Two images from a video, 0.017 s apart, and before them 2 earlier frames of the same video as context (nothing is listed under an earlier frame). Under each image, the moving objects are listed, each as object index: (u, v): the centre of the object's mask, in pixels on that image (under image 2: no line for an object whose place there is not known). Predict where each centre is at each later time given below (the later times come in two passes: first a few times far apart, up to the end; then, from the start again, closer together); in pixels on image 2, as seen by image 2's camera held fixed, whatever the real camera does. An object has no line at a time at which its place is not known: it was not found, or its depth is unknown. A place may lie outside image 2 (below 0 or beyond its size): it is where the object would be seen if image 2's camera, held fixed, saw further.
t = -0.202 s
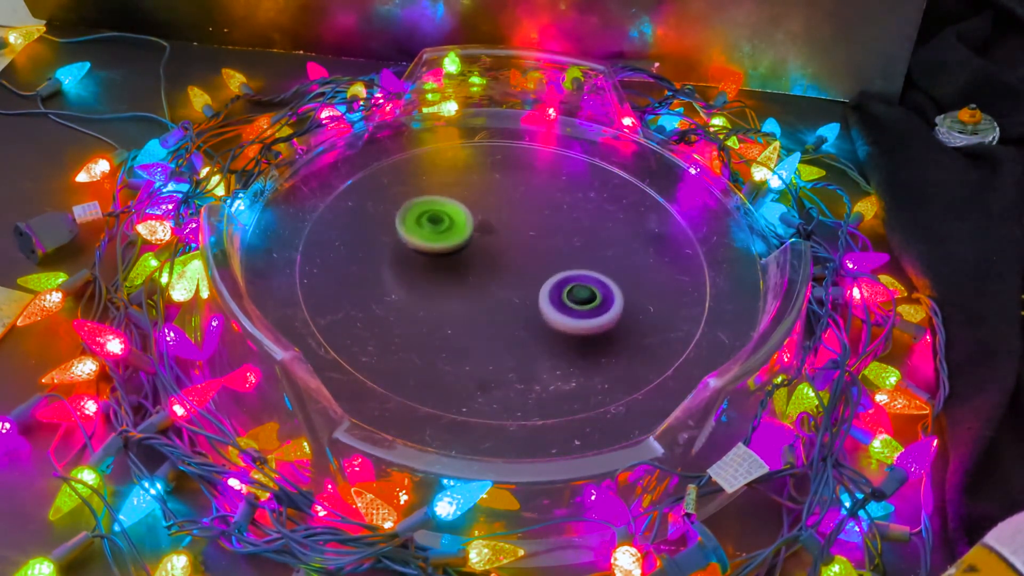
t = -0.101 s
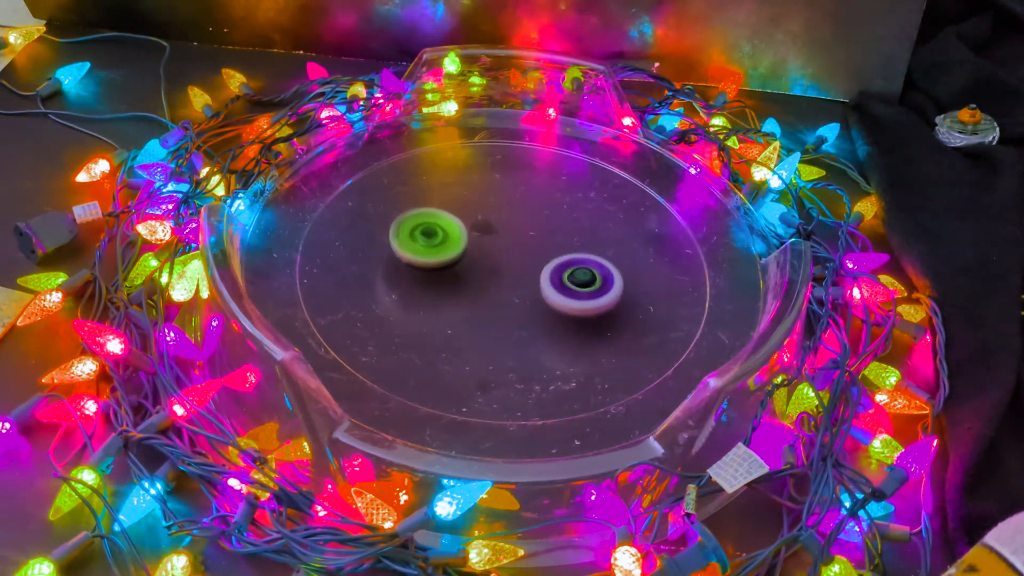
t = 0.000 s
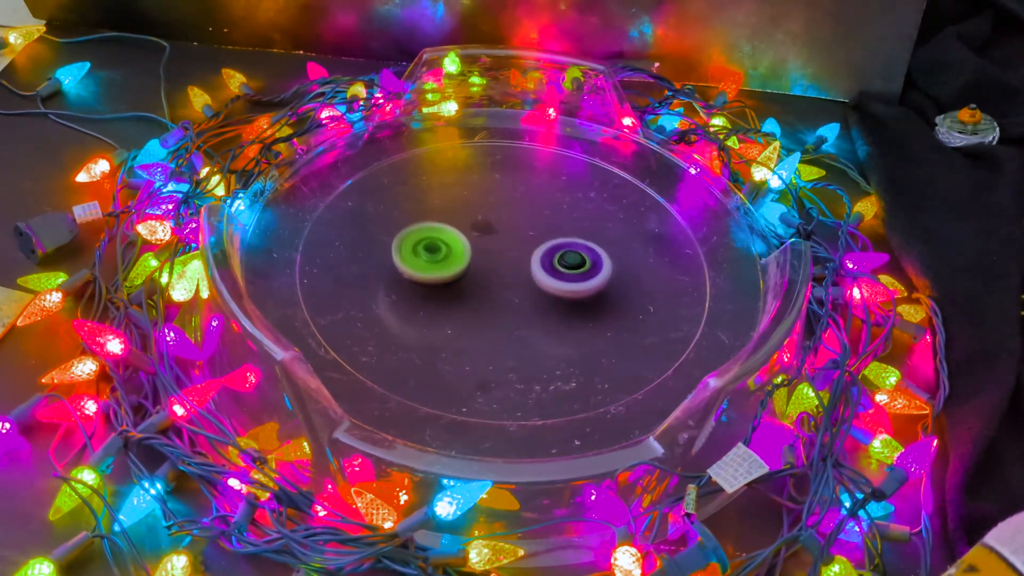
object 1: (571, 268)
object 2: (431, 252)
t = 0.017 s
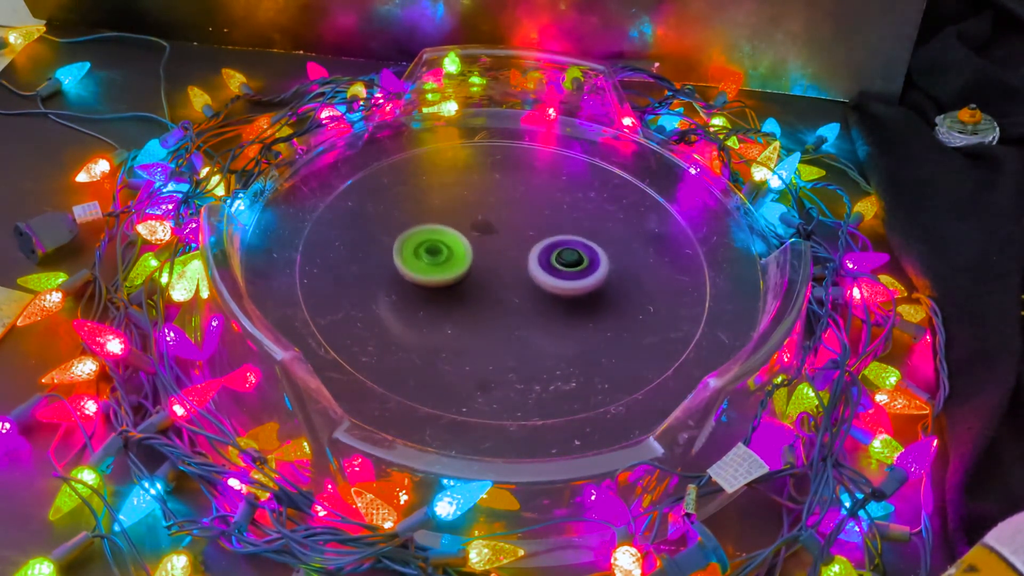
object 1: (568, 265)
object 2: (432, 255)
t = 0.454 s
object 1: (501, 230)
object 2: (504, 296)
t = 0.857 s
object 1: (477, 262)
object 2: (559, 274)
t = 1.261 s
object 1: (473, 292)
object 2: (585, 235)
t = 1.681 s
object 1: (460, 343)
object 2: (566, 167)
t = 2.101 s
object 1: (531, 310)
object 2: (480, 201)
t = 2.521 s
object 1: (572, 259)
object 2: (438, 255)
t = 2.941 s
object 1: (522, 223)
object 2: (471, 310)
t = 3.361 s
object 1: (477, 260)
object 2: (546, 308)
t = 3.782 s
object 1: (485, 283)
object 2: (578, 261)
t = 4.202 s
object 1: (491, 284)
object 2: (555, 217)
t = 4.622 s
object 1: (495, 302)
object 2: (506, 197)
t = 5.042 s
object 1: (552, 302)
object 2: (465, 230)
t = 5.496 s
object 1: (565, 270)
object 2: (479, 275)
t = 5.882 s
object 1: (529, 241)
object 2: (499, 294)
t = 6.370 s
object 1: (469, 245)
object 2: (534, 280)
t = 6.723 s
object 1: (438, 250)
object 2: (561, 266)
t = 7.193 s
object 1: (479, 279)
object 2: (545, 243)
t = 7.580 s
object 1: (501, 297)
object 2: (535, 228)
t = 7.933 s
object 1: (521, 299)
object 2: (509, 232)
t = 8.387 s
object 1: (528, 296)
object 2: (483, 240)
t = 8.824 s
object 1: (538, 285)
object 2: (466, 240)
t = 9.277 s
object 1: (554, 278)
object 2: (481, 245)
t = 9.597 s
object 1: (562, 279)
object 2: (472, 237)
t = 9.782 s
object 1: (547, 279)
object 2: (479, 241)
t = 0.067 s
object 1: (560, 259)
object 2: (438, 262)
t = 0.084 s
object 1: (556, 257)
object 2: (441, 264)
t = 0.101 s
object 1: (553, 255)
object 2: (443, 267)
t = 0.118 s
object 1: (550, 254)
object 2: (446, 269)
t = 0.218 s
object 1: (530, 247)
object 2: (466, 279)
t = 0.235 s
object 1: (527, 246)
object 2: (469, 280)
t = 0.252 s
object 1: (526, 244)
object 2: (470, 282)
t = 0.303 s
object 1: (523, 238)
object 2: (475, 288)
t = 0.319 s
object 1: (522, 236)
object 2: (478, 290)
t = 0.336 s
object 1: (520, 235)
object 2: (481, 291)
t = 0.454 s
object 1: (501, 230)
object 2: (504, 296)
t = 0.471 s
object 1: (498, 229)
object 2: (508, 297)
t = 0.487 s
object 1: (495, 230)
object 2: (511, 297)
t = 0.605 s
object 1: (479, 234)
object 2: (533, 294)
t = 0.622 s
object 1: (477, 235)
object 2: (536, 294)
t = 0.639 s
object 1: (476, 237)
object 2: (539, 293)
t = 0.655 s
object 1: (475, 238)
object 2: (541, 292)
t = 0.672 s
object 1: (473, 240)
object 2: (544, 290)
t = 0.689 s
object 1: (473, 241)
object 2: (546, 289)
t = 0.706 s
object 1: (472, 243)
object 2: (548, 288)
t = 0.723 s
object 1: (471, 245)
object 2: (550, 286)
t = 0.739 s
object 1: (471, 247)
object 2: (552, 285)
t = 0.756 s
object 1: (471, 250)
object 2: (554, 283)
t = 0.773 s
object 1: (471, 252)
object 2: (555, 282)
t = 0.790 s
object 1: (472, 254)
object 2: (556, 280)
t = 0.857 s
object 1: (477, 262)
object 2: (559, 274)
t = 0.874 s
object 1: (478, 264)
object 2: (561, 272)
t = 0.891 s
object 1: (471, 263)
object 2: (570, 271)
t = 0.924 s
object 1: (459, 263)
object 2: (583, 269)
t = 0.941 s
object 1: (455, 263)
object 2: (587, 267)
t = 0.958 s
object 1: (453, 265)
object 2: (590, 266)
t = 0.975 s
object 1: (452, 266)
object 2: (592, 264)
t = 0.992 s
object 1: (451, 267)
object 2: (593, 262)
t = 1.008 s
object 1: (450, 269)
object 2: (594, 260)
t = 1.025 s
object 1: (450, 271)
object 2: (595, 258)
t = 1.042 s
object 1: (450, 273)
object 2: (596, 256)
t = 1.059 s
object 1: (450, 275)
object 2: (597, 253)
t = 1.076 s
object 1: (450, 277)
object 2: (597, 251)
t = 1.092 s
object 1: (451, 278)
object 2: (597, 249)
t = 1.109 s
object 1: (452, 280)
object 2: (597, 248)
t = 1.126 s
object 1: (454, 282)
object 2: (596, 246)
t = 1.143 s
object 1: (455, 284)
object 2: (596, 244)
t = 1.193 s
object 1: (461, 288)
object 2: (592, 239)
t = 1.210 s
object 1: (464, 289)
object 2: (591, 238)
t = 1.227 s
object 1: (467, 290)
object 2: (589, 237)
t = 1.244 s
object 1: (470, 291)
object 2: (587, 236)
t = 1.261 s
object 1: (473, 292)
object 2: (585, 235)
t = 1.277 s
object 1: (476, 292)
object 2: (582, 234)
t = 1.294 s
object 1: (479, 292)
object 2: (580, 233)
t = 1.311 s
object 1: (482, 292)
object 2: (577, 233)
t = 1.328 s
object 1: (486, 292)
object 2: (575, 232)
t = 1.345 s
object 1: (489, 292)
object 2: (572, 232)
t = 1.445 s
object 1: (509, 287)
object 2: (553, 233)
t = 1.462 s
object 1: (512, 286)
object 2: (550, 233)
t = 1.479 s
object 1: (506, 290)
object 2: (554, 226)
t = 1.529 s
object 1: (473, 315)
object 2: (573, 196)
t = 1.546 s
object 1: (466, 322)
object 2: (577, 189)
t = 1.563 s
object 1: (459, 326)
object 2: (579, 183)
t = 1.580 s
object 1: (456, 331)
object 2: (580, 178)
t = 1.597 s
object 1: (453, 334)
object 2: (580, 175)
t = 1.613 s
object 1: (453, 335)
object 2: (579, 172)
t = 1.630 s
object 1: (453, 337)
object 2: (577, 171)
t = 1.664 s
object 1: (457, 341)
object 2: (570, 168)
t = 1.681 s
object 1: (460, 343)
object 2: (566, 167)
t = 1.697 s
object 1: (462, 344)
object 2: (561, 165)
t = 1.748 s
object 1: (472, 348)
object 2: (548, 161)
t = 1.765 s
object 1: (476, 349)
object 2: (543, 161)
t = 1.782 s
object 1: (479, 349)
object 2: (539, 160)
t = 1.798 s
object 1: (483, 349)
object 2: (534, 160)
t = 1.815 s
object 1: (486, 349)
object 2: (530, 160)
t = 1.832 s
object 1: (490, 349)
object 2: (526, 161)
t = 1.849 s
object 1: (494, 348)
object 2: (522, 162)
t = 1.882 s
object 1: (501, 346)
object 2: (514, 165)
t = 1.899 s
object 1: (505, 345)
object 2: (510, 167)
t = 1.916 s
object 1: (508, 343)
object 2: (507, 169)
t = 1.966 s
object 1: (518, 336)
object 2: (498, 175)
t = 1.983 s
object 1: (521, 334)
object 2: (495, 178)
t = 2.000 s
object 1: (523, 331)
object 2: (493, 181)
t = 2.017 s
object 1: (525, 328)
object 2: (490, 184)
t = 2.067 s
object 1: (530, 318)
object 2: (483, 194)
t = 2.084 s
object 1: (531, 314)
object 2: (481, 197)
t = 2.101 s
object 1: (531, 310)
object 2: (480, 201)
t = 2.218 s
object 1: (531, 285)
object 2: (473, 227)
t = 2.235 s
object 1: (530, 281)
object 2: (473, 231)
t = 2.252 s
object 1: (531, 279)
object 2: (471, 233)
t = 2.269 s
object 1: (538, 282)
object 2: (464, 230)
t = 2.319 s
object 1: (558, 288)
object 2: (451, 225)
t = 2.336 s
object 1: (562, 288)
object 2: (448, 226)
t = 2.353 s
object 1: (564, 287)
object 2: (447, 227)
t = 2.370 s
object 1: (566, 285)
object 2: (446, 229)
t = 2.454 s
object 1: (571, 270)
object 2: (440, 244)
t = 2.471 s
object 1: (572, 267)
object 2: (439, 247)
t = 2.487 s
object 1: (572, 265)
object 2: (439, 250)
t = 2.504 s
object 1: (572, 261)
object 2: (438, 252)
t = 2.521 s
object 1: (572, 259)
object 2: (438, 255)
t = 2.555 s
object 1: (571, 253)
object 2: (438, 261)
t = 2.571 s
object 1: (570, 250)
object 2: (438, 264)
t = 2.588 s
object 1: (569, 248)
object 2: (438, 266)
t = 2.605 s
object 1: (568, 245)
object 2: (438, 269)
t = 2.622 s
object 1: (567, 243)
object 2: (439, 272)
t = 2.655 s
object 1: (564, 239)
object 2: (440, 277)
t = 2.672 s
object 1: (563, 237)
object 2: (441, 279)
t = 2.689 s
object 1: (561, 235)
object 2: (442, 282)
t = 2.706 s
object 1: (559, 233)
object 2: (443, 284)
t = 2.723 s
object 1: (557, 232)
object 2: (444, 287)
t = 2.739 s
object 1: (555, 230)
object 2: (446, 289)
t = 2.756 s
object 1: (552, 229)
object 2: (447, 291)
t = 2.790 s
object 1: (548, 226)
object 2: (450, 295)
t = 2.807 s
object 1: (545, 225)
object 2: (452, 297)
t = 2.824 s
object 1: (543, 225)
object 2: (454, 299)
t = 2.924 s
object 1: (525, 223)
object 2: (468, 309)
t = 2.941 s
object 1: (522, 223)
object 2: (471, 310)
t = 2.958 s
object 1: (519, 224)
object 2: (473, 311)
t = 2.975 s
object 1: (516, 225)
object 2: (476, 313)
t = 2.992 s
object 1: (513, 225)
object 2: (479, 313)
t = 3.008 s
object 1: (511, 227)
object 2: (482, 314)
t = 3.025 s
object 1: (508, 228)
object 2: (485, 315)
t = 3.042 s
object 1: (505, 229)
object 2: (488, 315)
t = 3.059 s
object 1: (502, 231)
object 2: (491, 316)
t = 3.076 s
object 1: (500, 232)
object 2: (494, 316)
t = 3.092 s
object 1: (498, 234)
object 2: (498, 316)
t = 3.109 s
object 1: (496, 236)
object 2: (501, 316)
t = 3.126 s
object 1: (494, 238)
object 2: (503, 316)
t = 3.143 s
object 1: (492, 240)
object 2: (507, 315)
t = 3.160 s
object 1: (491, 243)
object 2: (509, 315)
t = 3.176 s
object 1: (489, 245)
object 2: (512, 314)
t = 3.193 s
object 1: (488, 247)
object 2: (515, 313)
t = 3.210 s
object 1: (487, 250)
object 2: (518, 312)
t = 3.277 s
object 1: (484, 258)
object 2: (528, 307)
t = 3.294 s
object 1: (484, 260)
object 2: (531, 306)
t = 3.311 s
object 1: (483, 261)
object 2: (535, 306)
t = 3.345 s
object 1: (479, 260)
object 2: (543, 308)
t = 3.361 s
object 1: (477, 260)
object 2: (546, 308)
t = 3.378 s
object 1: (476, 260)
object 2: (550, 307)
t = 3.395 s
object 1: (475, 261)
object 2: (552, 306)
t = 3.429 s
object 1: (474, 264)
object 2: (558, 303)
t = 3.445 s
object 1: (473, 265)
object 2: (560, 302)
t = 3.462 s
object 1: (473, 266)
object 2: (562, 300)
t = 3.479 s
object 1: (472, 267)
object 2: (564, 298)
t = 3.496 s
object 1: (472, 269)
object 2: (566, 297)
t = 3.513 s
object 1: (472, 270)
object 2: (567, 295)
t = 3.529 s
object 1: (473, 271)
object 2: (569, 293)
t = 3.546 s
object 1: (473, 272)
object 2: (570, 292)
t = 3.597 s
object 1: (475, 276)
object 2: (573, 286)
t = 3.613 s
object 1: (476, 277)
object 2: (574, 284)
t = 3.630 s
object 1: (478, 278)
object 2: (574, 282)
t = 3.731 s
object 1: (488, 282)
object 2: (572, 270)
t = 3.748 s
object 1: (490, 283)
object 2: (571, 268)
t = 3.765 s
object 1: (490, 283)
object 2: (572, 265)
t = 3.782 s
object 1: (485, 283)
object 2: (578, 261)
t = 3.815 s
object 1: (477, 285)
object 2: (586, 255)
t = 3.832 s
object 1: (474, 285)
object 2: (588, 252)
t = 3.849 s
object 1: (473, 286)
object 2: (589, 250)
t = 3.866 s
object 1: (472, 286)
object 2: (589, 247)
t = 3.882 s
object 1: (472, 287)
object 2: (588, 245)
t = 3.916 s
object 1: (472, 288)
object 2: (587, 241)
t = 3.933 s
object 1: (472, 289)
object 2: (587, 238)
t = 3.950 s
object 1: (472, 289)
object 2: (586, 236)
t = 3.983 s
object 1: (473, 290)
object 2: (583, 232)
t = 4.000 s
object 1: (474, 291)
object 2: (582, 230)
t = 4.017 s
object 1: (476, 291)
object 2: (580, 229)
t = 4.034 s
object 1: (477, 291)
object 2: (578, 227)
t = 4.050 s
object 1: (478, 291)
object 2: (577, 225)
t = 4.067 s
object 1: (480, 290)
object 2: (575, 224)
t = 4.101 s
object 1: (482, 289)
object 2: (570, 221)
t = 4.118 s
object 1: (484, 289)
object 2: (568, 220)
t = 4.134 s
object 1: (485, 288)
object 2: (566, 219)
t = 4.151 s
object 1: (487, 287)
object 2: (563, 218)
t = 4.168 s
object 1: (488, 286)
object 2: (561, 218)
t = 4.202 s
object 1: (491, 284)
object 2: (555, 217)
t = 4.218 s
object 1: (492, 283)
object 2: (553, 216)
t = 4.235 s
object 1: (493, 282)
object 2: (550, 216)
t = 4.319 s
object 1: (499, 275)
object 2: (536, 217)
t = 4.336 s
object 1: (501, 273)
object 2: (533, 217)
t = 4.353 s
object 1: (500, 273)
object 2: (531, 216)
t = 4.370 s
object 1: (495, 277)
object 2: (533, 210)
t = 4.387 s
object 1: (490, 282)
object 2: (534, 205)
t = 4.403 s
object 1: (486, 286)
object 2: (535, 202)
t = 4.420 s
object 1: (483, 289)
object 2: (534, 199)
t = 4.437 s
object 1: (482, 291)
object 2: (532, 198)
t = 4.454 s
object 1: (482, 293)
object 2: (530, 197)
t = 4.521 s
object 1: (485, 298)
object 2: (520, 195)
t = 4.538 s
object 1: (486, 299)
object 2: (518, 195)
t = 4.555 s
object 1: (488, 300)
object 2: (515, 195)
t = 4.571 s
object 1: (489, 300)
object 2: (513, 195)
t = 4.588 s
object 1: (491, 301)
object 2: (511, 196)
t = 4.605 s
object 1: (493, 301)
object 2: (508, 196)
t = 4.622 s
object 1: (495, 302)
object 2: (506, 197)
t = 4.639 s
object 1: (497, 302)
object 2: (503, 198)
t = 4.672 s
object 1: (501, 302)
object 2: (499, 200)
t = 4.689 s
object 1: (502, 302)
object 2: (497, 201)
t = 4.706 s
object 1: (504, 301)
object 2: (495, 202)
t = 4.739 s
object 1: (508, 300)
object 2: (491, 206)
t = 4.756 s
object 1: (510, 299)
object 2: (489, 208)
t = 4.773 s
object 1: (511, 298)
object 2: (487, 210)
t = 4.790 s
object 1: (513, 297)
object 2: (486, 212)
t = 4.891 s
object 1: (521, 288)
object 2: (479, 228)
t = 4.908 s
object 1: (522, 286)
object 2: (479, 231)
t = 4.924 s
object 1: (523, 286)
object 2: (478, 232)
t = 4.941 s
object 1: (528, 290)
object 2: (474, 230)
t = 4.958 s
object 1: (534, 294)
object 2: (472, 228)
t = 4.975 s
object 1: (539, 298)
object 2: (469, 227)
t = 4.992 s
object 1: (543, 300)
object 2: (468, 227)
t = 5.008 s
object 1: (547, 301)
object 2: (467, 227)
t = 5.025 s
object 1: (549, 302)
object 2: (466, 228)
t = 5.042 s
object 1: (552, 302)
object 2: (465, 230)
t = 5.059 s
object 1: (555, 302)
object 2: (463, 231)
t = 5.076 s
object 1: (558, 301)
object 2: (462, 233)
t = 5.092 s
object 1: (561, 301)
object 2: (461, 234)
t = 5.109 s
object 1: (563, 300)
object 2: (461, 236)
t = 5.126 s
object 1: (565, 299)
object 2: (460, 238)
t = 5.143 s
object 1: (568, 299)
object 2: (459, 239)
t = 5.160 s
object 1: (569, 298)
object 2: (459, 241)
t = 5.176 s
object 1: (571, 297)
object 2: (459, 242)
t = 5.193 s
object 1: (573, 296)
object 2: (458, 244)
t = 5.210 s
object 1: (574, 295)
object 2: (459, 246)
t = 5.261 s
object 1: (578, 291)
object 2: (460, 251)
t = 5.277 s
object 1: (578, 290)
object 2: (460, 253)
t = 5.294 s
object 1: (579, 288)
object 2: (461, 255)
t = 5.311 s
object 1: (579, 287)
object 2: (462, 257)
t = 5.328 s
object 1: (578, 285)
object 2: (463, 259)
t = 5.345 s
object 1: (578, 284)
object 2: (464, 261)
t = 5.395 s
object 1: (575, 279)
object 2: (468, 265)
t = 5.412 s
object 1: (574, 278)
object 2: (470, 267)
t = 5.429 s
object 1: (572, 276)
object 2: (472, 269)
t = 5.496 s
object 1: (565, 270)
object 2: (479, 275)
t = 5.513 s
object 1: (563, 269)
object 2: (481, 276)
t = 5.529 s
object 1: (564, 267)
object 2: (481, 277)
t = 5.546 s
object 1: (566, 265)
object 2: (479, 278)
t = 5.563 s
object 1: (567, 263)
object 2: (478, 279)
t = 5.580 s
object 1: (566, 262)
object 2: (479, 280)
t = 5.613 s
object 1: (564, 258)
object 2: (480, 282)
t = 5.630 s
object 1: (562, 257)
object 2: (481, 284)
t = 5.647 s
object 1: (561, 255)
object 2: (482, 285)
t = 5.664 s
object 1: (559, 254)
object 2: (483, 285)
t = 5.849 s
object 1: (534, 243)
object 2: (496, 293)
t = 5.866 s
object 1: (532, 241)
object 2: (497, 293)
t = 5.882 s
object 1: (529, 241)
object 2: (499, 294)
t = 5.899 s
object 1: (526, 240)
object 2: (500, 293)
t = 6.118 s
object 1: (493, 237)
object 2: (519, 292)
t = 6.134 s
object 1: (491, 237)
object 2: (520, 292)
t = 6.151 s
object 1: (489, 238)
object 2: (522, 291)
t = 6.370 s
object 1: (469, 245)
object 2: (534, 280)
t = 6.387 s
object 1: (468, 246)
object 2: (535, 279)
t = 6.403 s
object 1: (466, 246)
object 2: (536, 278)
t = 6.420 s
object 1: (461, 243)
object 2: (541, 279)
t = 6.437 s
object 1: (456, 241)
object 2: (545, 280)
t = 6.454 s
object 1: (453, 240)
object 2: (548, 280)
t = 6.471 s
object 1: (451, 240)
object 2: (550, 280)
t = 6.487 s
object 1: (449, 240)
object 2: (551, 279)
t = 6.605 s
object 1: (439, 243)
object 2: (559, 273)
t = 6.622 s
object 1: (438, 244)
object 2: (560, 272)
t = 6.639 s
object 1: (437, 244)
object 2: (560, 271)
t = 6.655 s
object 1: (437, 245)
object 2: (561, 270)
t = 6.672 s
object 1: (437, 246)
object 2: (561, 269)
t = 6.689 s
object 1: (437, 247)
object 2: (561, 268)
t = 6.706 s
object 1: (438, 249)
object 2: (561, 267)
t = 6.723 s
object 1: (438, 250)
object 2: (561, 266)
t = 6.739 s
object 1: (439, 251)
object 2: (560, 264)
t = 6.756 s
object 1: (441, 252)
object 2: (560, 264)
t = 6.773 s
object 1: (442, 253)
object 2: (559, 262)
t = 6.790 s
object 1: (444, 255)
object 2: (558, 262)
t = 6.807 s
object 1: (446, 256)
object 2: (558, 261)
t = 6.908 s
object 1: (461, 263)
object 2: (550, 255)
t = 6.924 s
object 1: (464, 263)
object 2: (548, 254)
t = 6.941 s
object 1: (467, 265)
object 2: (547, 254)
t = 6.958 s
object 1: (464, 265)
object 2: (549, 253)
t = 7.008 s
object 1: (462, 267)
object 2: (550, 251)
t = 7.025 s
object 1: (464, 269)
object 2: (550, 250)
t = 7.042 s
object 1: (466, 270)
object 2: (549, 250)
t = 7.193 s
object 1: (479, 279)
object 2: (545, 243)
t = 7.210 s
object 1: (481, 279)
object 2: (544, 243)
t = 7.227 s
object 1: (481, 281)
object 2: (545, 241)
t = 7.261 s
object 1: (477, 286)
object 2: (549, 237)
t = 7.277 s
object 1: (477, 288)
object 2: (550, 236)
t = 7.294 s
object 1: (477, 289)
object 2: (550, 235)
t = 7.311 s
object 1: (477, 290)
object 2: (550, 233)
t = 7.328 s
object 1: (479, 292)
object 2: (550, 232)
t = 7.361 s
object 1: (480, 293)
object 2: (549, 230)
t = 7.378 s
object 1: (482, 294)
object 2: (549, 229)
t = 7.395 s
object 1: (482, 295)
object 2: (548, 228)
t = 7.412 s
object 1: (484, 296)
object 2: (548, 228)
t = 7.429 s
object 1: (486, 297)
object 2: (547, 227)
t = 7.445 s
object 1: (487, 297)
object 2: (546, 227)
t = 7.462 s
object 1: (489, 297)
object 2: (544, 226)
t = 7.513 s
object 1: (493, 298)
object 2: (541, 226)
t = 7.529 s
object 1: (495, 298)
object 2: (539, 226)
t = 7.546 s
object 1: (496, 298)
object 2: (538, 227)
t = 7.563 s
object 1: (499, 298)
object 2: (536, 227)
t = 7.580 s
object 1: (501, 297)
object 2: (535, 228)
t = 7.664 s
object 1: (509, 293)
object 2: (526, 233)
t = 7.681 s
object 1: (511, 293)
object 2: (526, 234)
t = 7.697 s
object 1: (511, 293)
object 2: (525, 234)
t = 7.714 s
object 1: (511, 294)
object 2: (524, 234)
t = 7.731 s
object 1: (512, 294)
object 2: (523, 235)
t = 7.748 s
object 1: (513, 294)
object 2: (522, 235)
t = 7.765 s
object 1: (514, 295)
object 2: (521, 235)
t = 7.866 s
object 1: (518, 300)
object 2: (514, 231)
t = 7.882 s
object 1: (519, 300)
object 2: (513, 231)
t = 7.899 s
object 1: (519, 300)
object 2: (512, 232)
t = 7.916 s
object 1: (520, 300)
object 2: (510, 232)
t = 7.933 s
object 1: (521, 299)
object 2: (509, 232)
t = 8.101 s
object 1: (523, 298)
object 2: (499, 235)
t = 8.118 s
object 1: (524, 298)
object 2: (497, 235)
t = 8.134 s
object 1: (525, 298)
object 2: (496, 236)
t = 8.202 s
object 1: (525, 297)
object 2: (492, 238)
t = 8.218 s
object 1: (525, 296)
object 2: (491, 239)
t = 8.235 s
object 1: (526, 295)
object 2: (491, 240)
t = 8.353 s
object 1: (527, 295)
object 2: (486, 241)
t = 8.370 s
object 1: (527, 295)
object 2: (484, 240)
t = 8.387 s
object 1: (528, 296)
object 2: (483, 240)
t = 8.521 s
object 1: (530, 293)
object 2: (478, 241)
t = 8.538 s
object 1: (530, 292)
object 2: (478, 242)
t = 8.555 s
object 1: (530, 292)
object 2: (478, 242)
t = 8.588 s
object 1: (535, 294)
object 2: (474, 239)
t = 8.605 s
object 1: (537, 295)
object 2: (473, 239)
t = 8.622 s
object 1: (538, 295)
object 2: (471, 238)
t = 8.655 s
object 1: (539, 294)
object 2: (469, 237)
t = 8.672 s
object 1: (540, 294)
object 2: (468, 237)
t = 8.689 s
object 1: (540, 293)
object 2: (467, 237)
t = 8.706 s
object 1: (540, 292)
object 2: (466, 237)
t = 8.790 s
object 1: (540, 288)
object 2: (465, 238)
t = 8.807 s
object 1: (539, 287)
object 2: (466, 239)
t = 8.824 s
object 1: (538, 285)
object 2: (466, 240)
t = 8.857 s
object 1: (536, 283)
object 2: (468, 241)
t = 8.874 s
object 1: (535, 282)
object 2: (470, 242)
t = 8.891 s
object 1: (538, 283)
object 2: (469, 241)
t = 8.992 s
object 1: (554, 289)
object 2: (462, 235)
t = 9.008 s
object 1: (556, 289)
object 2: (461, 235)
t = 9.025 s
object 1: (556, 288)
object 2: (461, 235)
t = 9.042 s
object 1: (557, 288)
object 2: (460, 235)
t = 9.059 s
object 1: (559, 287)
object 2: (461, 236)
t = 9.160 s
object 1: (560, 284)
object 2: (467, 240)
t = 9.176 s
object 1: (561, 283)
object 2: (469, 240)
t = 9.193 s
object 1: (560, 282)
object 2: (470, 241)
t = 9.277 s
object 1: (554, 278)
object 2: (481, 245)
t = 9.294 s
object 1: (554, 277)
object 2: (482, 245)
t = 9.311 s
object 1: (555, 277)
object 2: (482, 244)
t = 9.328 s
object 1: (555, 277)
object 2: (483, 244)
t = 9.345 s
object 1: (556, 278)
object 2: (483, 243)
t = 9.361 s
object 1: (561, 279)
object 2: (481, 240)
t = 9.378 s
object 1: (563, 280)
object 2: (479, 239)
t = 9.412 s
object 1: (566, 281)
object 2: (478, 238)
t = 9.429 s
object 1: (567, 281)
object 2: (477, 237)
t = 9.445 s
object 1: (567, 281)
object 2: (476, 237)
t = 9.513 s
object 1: (566, 280)
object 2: (473, 236)
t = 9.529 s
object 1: (566, 280)
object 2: (472, 236)
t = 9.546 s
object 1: (565, 280)
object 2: (472, 236)
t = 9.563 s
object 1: (564, 280)
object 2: (472, 236)
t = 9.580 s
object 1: (563, 279)
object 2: (472, 236)
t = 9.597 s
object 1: (562, 279)
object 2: (472, 237)
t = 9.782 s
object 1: (547, 279)
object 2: (479, 241)
